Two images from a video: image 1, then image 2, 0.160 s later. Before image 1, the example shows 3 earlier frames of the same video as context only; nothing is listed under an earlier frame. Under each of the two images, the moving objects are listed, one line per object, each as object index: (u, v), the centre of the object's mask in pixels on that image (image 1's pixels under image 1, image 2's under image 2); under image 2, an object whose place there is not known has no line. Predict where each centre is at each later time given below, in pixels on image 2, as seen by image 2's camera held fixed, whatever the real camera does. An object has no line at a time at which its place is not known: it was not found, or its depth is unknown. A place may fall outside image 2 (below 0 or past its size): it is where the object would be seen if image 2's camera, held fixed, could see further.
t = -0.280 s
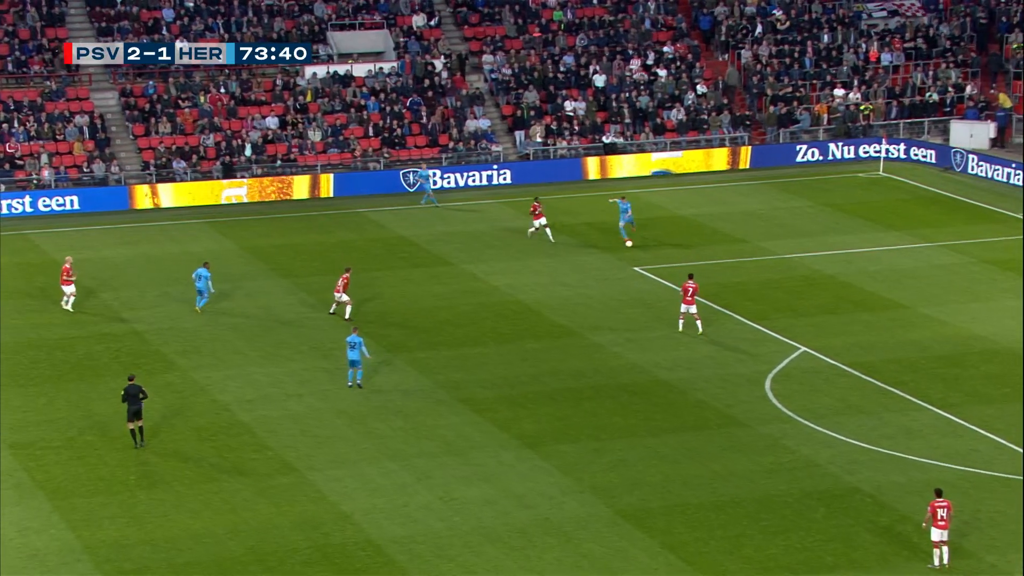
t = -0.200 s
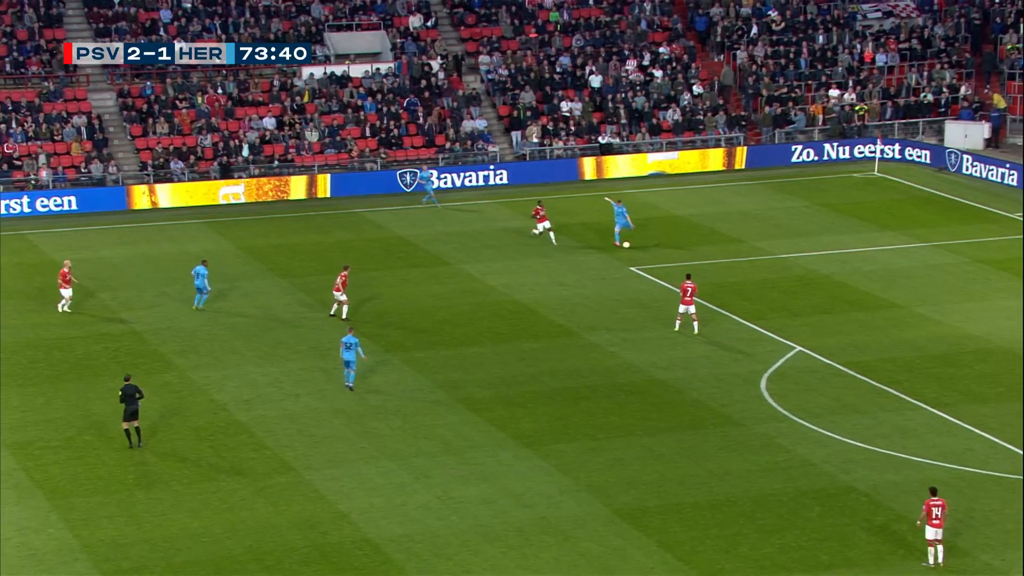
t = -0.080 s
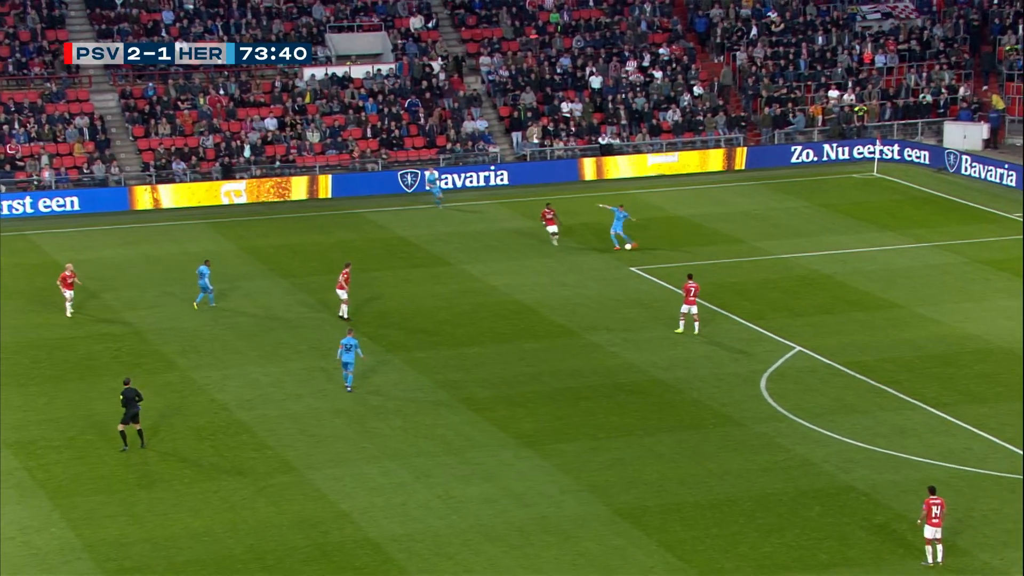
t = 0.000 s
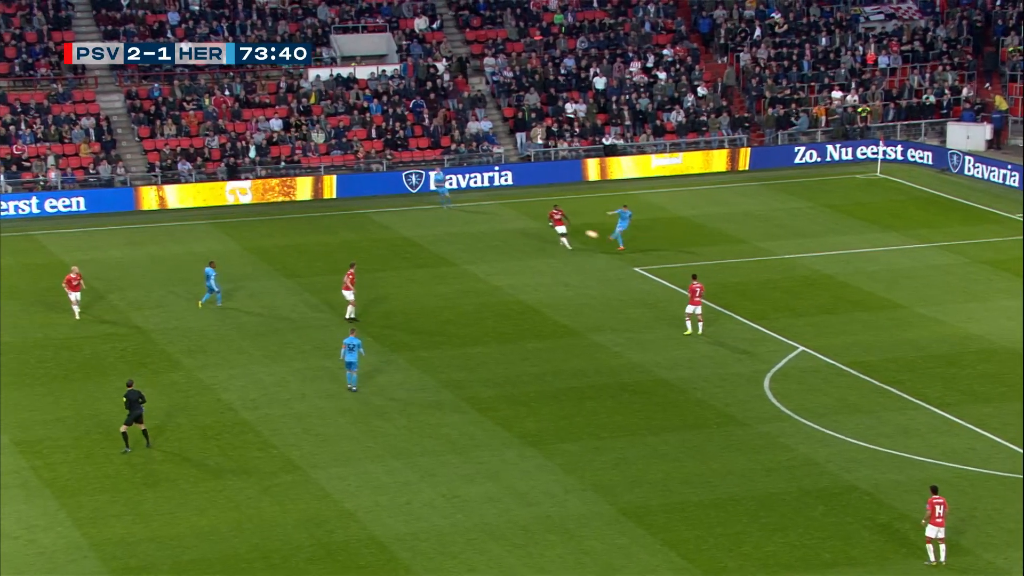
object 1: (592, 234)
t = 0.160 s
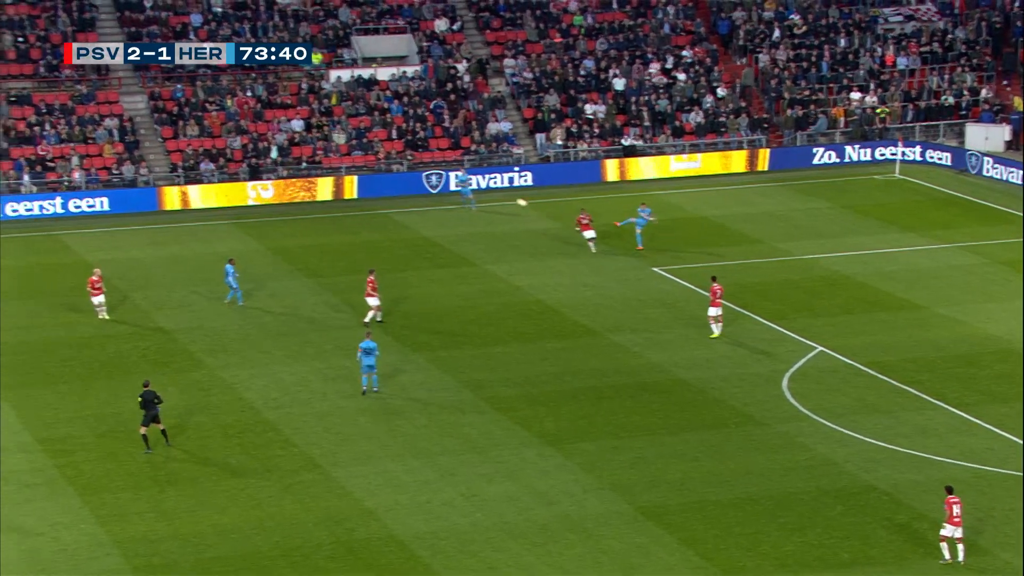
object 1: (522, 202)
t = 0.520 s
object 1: (344, 134)
